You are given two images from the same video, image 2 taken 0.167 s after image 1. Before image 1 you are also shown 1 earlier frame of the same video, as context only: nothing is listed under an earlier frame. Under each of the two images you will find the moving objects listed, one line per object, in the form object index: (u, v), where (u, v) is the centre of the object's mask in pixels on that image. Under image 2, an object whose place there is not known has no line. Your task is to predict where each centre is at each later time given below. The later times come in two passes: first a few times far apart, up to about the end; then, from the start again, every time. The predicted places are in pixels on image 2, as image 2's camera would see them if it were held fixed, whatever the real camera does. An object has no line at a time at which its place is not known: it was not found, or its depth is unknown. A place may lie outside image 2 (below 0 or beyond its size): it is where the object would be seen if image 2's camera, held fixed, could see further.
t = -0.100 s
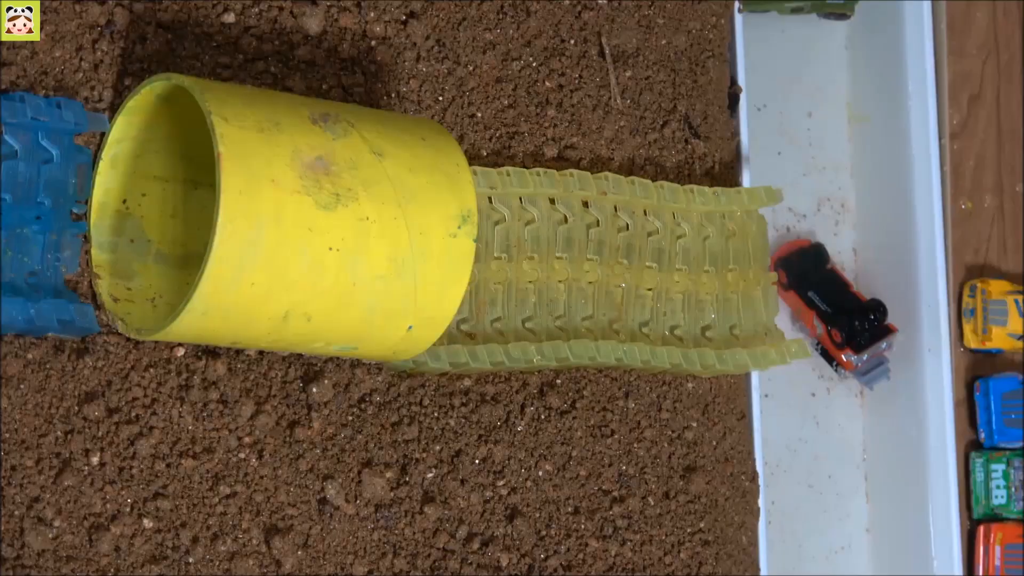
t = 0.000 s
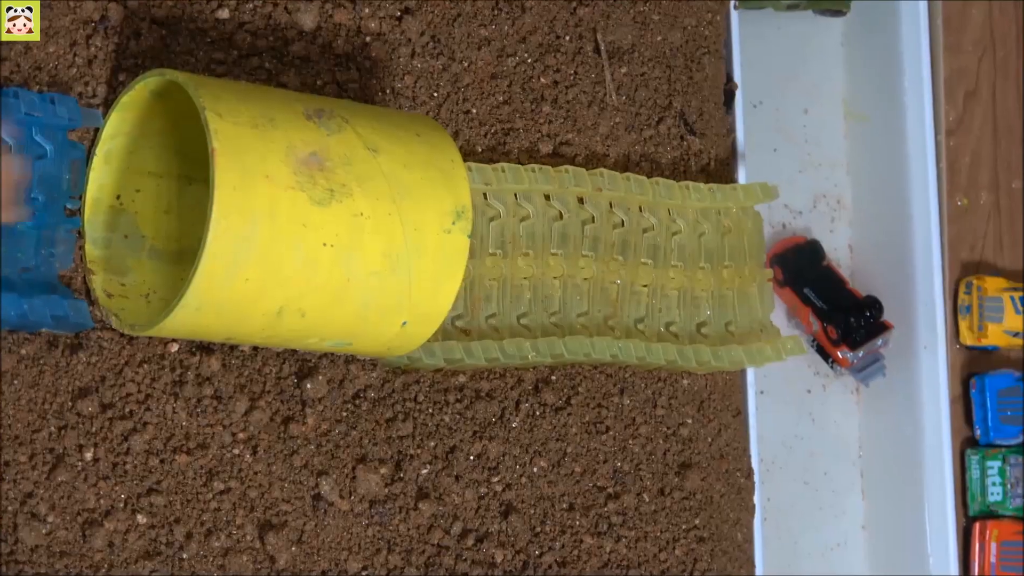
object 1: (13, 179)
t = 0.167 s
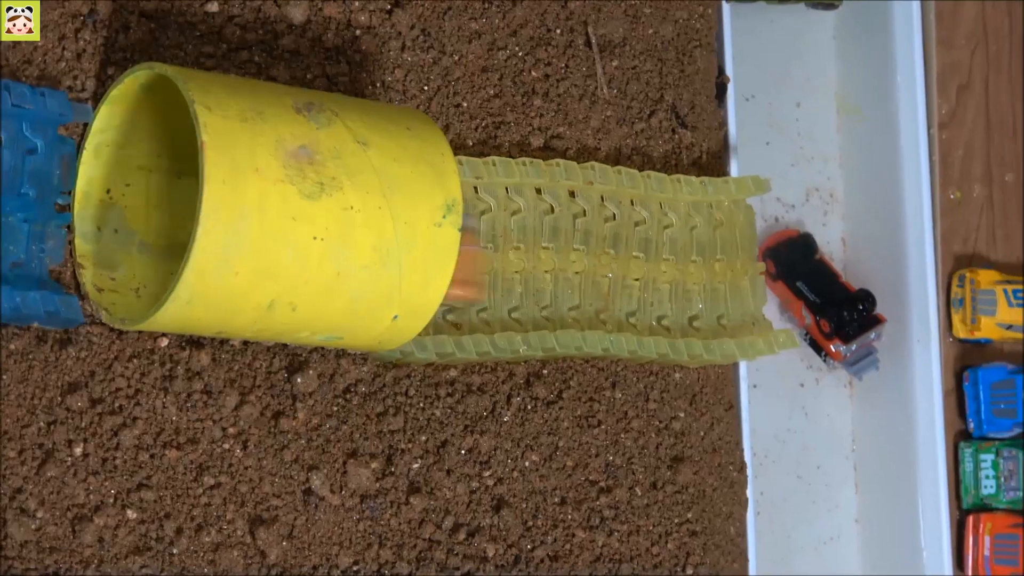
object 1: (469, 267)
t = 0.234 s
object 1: (532, 267)
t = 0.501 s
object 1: (828, 236)
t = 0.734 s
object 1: (823, 172)
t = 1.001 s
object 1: (820, 173)
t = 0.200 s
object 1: (501, 264)
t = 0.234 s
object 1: (532, 267)
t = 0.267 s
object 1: (588, 283)
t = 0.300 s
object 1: (636, 290)
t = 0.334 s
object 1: (690, 286)
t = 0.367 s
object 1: (738, 286)
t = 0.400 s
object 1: (777, 280)
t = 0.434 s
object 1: (802, 274)
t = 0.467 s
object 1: (812, 260)
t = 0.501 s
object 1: (828, 236)
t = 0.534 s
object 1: (831, 218)
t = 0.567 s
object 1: (828, 202)
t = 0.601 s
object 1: (816, 190)
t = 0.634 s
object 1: (825, 185)
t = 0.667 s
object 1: (830, 180)
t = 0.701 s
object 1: (831, 181)
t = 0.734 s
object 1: (823, 172)
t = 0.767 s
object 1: (821, 175)
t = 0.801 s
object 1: (825, 180)
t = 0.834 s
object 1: (822, 176)
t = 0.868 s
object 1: (821, 174)
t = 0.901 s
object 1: (825, 177)
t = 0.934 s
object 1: (823, 178)
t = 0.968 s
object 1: (821, 178)
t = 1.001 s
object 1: (820, 173)
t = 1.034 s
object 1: (821, 172)
